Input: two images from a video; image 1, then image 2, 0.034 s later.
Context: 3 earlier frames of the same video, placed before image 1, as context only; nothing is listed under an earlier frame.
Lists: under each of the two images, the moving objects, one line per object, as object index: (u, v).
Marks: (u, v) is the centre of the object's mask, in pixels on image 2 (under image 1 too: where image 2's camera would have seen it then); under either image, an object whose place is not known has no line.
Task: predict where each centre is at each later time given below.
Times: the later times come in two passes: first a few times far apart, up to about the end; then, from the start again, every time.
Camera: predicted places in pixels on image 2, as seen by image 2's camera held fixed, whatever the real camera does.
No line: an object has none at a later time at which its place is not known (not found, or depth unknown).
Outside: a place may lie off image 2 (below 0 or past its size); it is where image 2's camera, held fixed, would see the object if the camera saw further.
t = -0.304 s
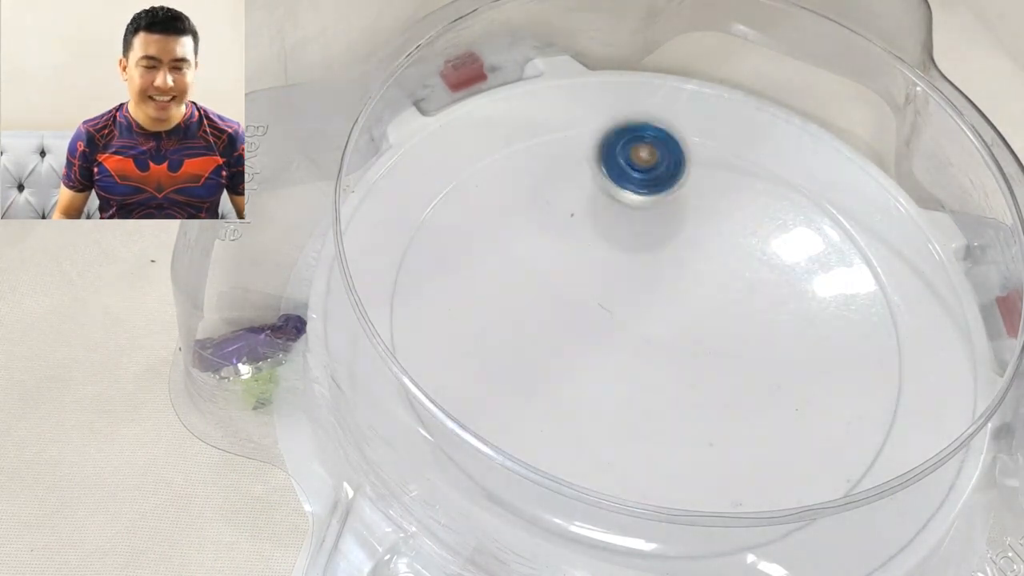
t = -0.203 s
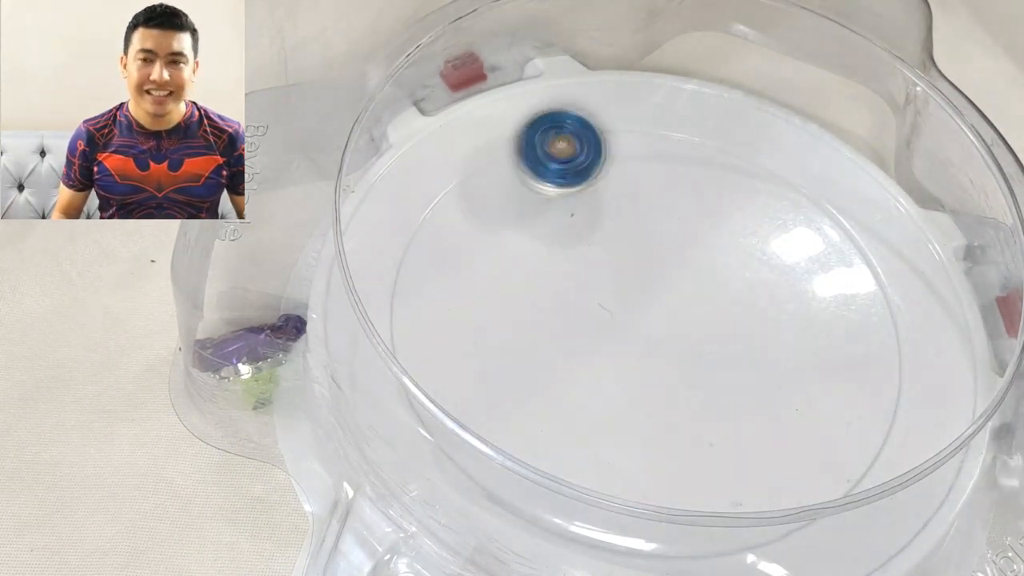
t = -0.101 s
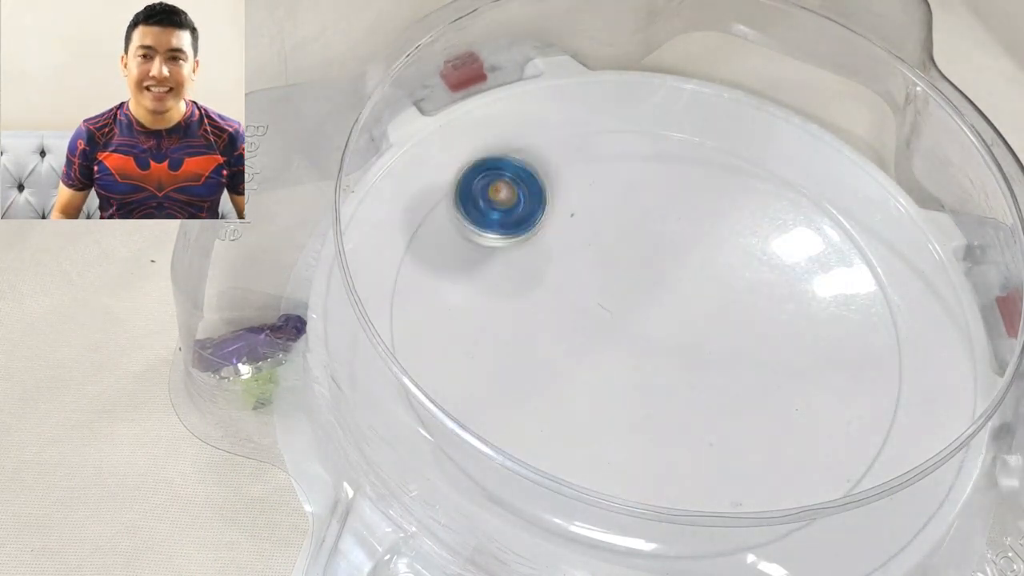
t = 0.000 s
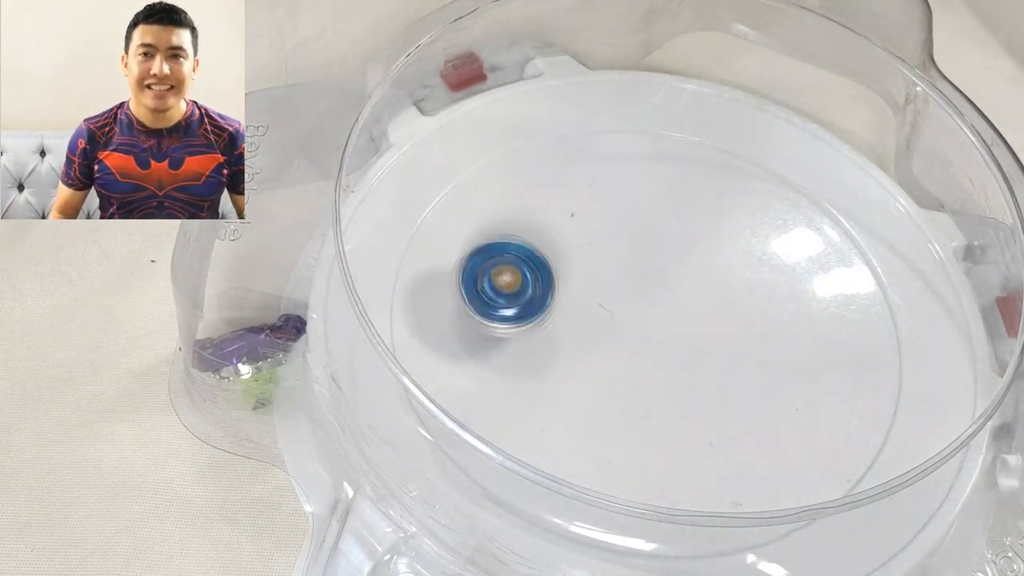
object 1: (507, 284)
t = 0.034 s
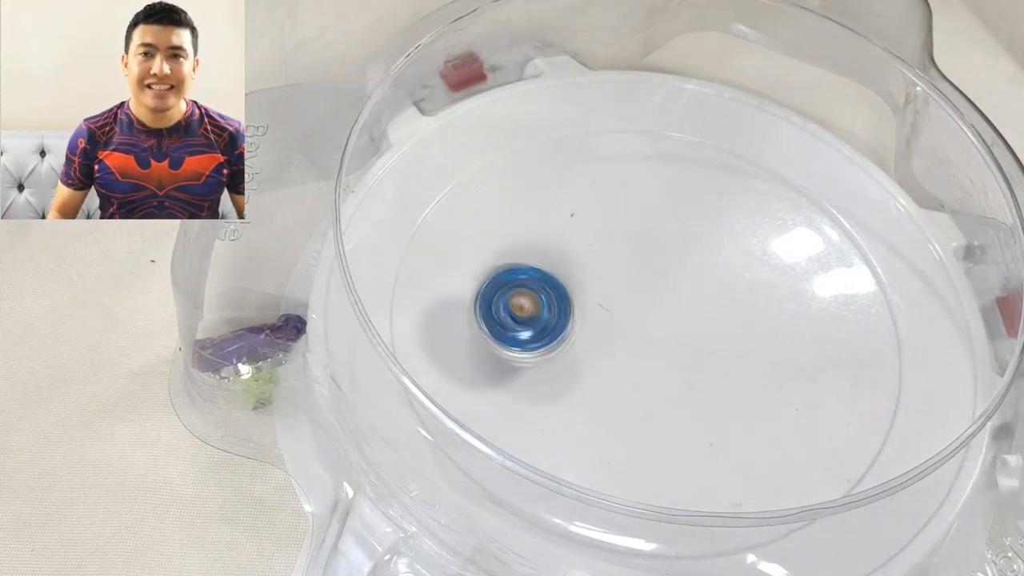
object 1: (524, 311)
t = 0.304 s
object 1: (769, 377)
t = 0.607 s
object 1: (775, 207)
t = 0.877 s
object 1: (577, 280)
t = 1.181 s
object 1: (684, 470)
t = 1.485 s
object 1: (753, 311)
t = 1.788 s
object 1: (530, 232)
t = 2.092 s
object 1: (559, 391)
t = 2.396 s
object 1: (754, 272)
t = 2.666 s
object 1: (625, 173)
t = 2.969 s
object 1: (601, 355)
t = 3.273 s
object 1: (820, 371)
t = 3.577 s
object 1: (675, 251)
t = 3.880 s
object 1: (524, 359)
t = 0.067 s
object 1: (547, 334)
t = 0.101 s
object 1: (576, 356)
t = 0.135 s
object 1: (606, 373)
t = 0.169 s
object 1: (640, 383)
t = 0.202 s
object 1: (672, 389)
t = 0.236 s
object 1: (705, 390)
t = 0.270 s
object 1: (738, 386)
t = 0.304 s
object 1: (769, 377)
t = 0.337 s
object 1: (796, 366)
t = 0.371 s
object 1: (819, 350)
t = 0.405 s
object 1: (835, 327)
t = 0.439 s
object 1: (843, 306)
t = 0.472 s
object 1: (845, 283)
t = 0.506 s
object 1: (839, 256)
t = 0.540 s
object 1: (823, 237)
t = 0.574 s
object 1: (801, 220)
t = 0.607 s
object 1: (775, 207)
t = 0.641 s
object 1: (745, 200)
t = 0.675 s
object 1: (716, 197)
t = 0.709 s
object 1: (686, 202)
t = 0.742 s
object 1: (657, 210)
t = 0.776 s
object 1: (632, 225)
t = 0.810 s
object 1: (610, 240)
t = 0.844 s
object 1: (592, 261)
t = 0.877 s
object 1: (577, 280)
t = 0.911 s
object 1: (567, 304)
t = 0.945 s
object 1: (562, 329)
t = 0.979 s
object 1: (562, 355)
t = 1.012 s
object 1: (566, 382)
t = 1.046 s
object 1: (578, 406)
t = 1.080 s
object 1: (595, 432)
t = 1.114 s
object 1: (621, 448)
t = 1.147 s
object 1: (651, 463)
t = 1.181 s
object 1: (684, 470)
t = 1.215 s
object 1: (717, 470)
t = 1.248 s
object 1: (747, 464)
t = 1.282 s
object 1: (770, 449)
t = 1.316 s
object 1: (784, 430)
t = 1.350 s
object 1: (792, 407)
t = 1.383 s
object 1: (791, 380)
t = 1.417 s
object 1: (783, 356)
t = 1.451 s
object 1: (771, 332)
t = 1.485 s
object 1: (753, 311)
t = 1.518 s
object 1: (732, 292)
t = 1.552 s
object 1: (710, 275)
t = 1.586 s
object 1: (685, 260)
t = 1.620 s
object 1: (660, 247)
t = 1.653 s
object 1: (634, 238)
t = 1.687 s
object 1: (608, 231)
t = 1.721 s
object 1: (582, 228)
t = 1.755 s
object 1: (556, 228)
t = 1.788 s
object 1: (530, 232)
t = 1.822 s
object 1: (506, 240)
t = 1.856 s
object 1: (487, 253)
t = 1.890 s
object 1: (474, 270)
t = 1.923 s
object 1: (467, 293)
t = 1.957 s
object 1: (470, 319)
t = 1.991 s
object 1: (481, 343)
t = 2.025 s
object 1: (501, 364)
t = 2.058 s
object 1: (528, 382)
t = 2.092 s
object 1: (559, 391)
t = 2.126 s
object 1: (591, 397)
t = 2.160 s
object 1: (651, 393)
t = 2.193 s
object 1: (677, 383)
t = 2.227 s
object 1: (699, 370)
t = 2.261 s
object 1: (718, 354)
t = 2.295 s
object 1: (733, 336)
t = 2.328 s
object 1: (744, 316)
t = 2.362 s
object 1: (752, 295)
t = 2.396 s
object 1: (754, 272)
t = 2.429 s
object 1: (751, 250)
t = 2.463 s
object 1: (745, 229)
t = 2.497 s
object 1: (734, 209)
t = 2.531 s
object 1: (717, 192)
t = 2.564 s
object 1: (698, 179)
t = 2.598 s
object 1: (674, 172)
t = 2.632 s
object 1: (650, 169)
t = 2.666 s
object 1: (625, 173)
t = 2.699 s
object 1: (603, 182)
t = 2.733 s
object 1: (585, 198)
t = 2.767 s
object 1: (571, 218)
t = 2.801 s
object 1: (563, 240)
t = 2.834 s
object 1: (561, 264)
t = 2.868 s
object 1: (563, 288)
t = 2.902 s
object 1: (571, 311)
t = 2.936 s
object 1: (584, 334)
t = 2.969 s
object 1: (601, 355)
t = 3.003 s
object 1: (622, 375)
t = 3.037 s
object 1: (646, 390)
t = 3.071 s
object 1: (673, 402)
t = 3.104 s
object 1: (702, 410)
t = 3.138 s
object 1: (731, 412)
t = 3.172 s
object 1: (759, 410)
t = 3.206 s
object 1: (785, 402)
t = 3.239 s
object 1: (806, 388)
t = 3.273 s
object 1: (820, 371)
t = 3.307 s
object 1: (826, 353)
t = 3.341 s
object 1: (825, 329)
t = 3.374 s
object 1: (815, 310)
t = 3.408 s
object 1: (798, 292)
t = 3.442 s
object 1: (777, 277)
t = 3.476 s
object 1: (752, 265)
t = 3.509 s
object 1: (728, 257)
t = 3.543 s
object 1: (702, 252)
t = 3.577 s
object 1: (675, 251)
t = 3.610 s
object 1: (650, 252)
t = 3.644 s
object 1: (625, 256)
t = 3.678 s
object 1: (602, 264)
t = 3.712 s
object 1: (580, 273)
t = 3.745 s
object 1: (561, 286)
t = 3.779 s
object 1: (545, 300)
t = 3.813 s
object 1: (532, 318)
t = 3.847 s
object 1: (525, 338)
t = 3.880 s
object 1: (524, 359)
